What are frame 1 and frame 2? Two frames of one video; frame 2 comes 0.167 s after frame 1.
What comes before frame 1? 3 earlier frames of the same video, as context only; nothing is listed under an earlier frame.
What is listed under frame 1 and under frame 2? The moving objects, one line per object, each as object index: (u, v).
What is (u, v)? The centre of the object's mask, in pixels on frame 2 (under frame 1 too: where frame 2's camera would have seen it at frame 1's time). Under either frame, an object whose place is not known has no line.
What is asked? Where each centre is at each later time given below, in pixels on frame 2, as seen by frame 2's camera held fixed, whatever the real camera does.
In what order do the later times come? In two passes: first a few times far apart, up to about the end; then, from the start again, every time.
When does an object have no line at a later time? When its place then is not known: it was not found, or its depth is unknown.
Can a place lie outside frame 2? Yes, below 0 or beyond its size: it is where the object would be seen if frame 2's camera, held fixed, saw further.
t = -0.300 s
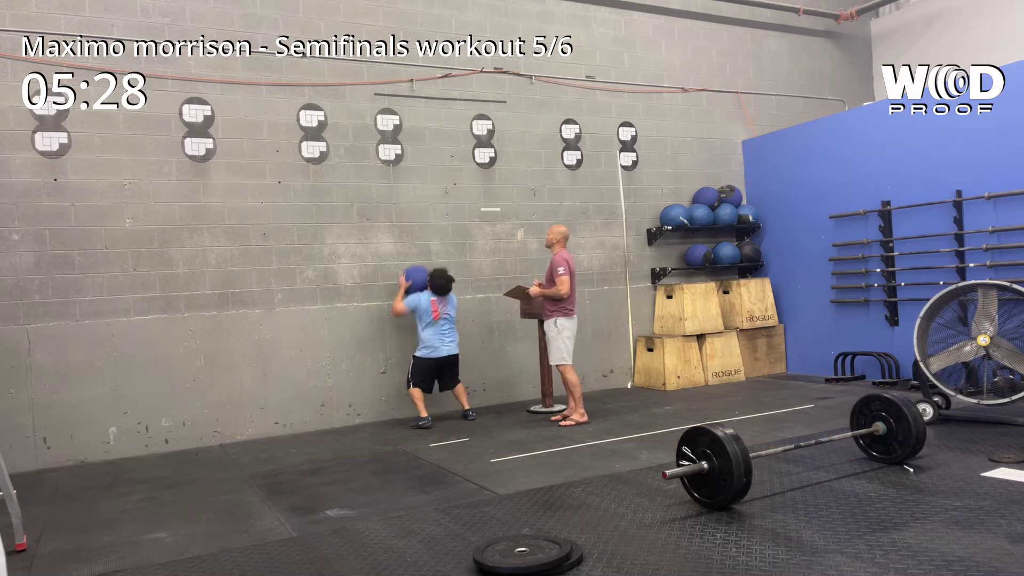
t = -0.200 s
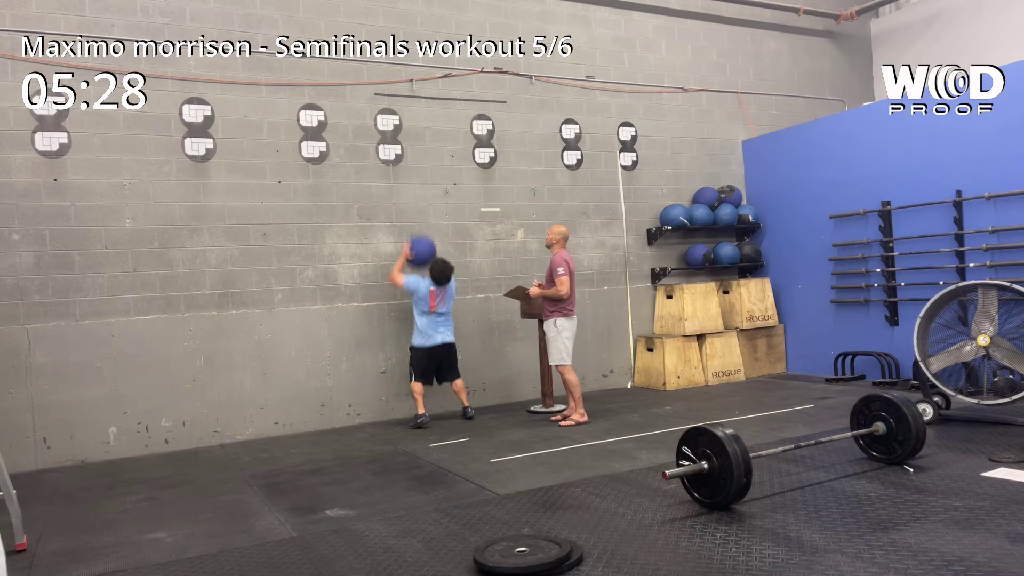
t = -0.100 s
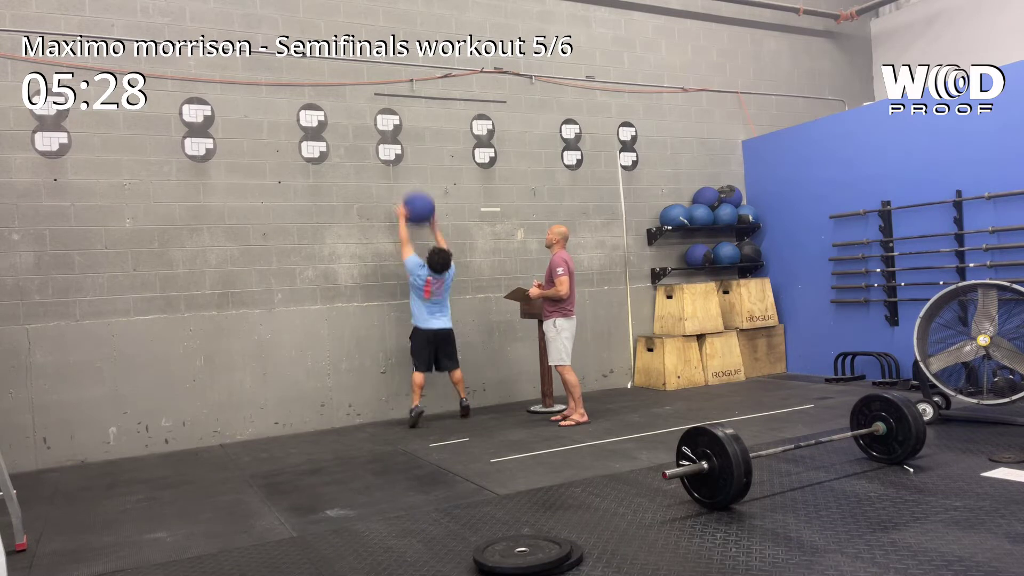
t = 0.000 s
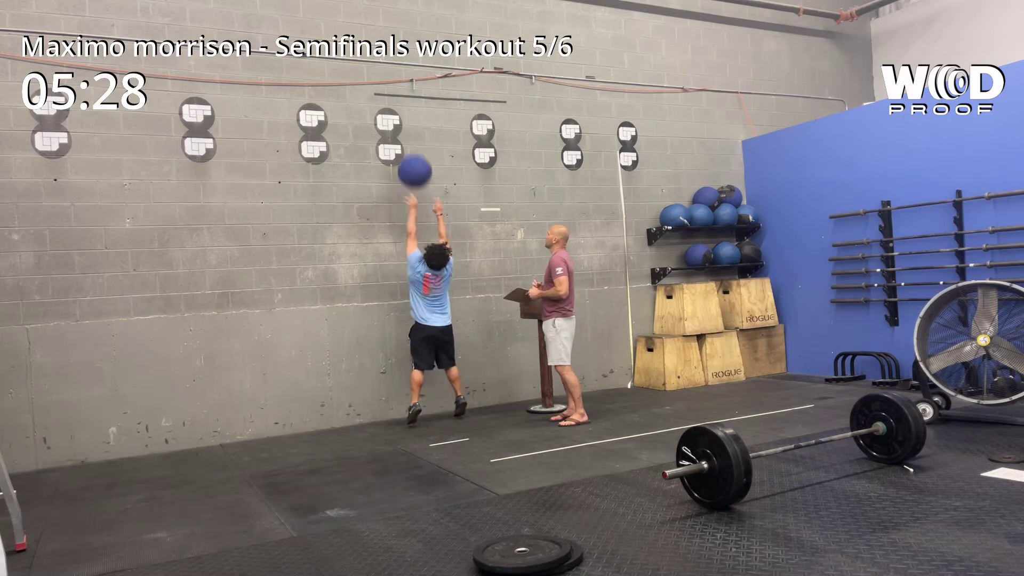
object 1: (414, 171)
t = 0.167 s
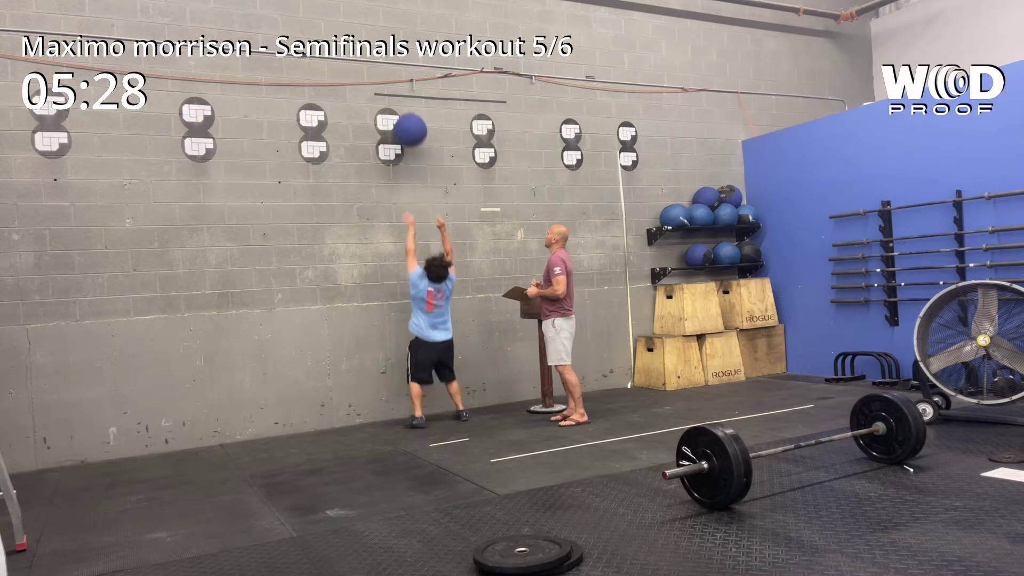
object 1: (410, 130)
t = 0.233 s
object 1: (409, 122)
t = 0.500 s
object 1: (407, 129)
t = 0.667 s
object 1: (412, 160)
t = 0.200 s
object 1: (410, 125)
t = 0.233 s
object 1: (409, 122)
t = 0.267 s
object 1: (408, 119)
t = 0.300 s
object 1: (408, 117)
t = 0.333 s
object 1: (407, 117)
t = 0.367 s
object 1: (407, 117)
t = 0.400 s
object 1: (407, 119)
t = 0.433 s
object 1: (407, 121)
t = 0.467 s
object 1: (407, 124)
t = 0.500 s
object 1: (407, 129)
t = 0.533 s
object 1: (407, 133)
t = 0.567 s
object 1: (408, 137)
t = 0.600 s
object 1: (409, 143)
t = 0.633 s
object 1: (410, 151)
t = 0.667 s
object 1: (412, 160)
